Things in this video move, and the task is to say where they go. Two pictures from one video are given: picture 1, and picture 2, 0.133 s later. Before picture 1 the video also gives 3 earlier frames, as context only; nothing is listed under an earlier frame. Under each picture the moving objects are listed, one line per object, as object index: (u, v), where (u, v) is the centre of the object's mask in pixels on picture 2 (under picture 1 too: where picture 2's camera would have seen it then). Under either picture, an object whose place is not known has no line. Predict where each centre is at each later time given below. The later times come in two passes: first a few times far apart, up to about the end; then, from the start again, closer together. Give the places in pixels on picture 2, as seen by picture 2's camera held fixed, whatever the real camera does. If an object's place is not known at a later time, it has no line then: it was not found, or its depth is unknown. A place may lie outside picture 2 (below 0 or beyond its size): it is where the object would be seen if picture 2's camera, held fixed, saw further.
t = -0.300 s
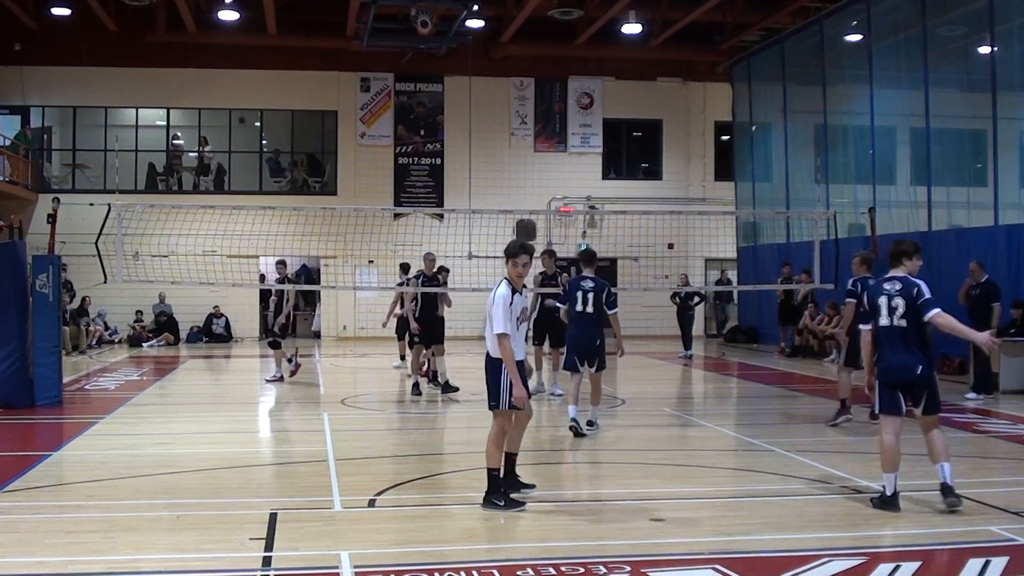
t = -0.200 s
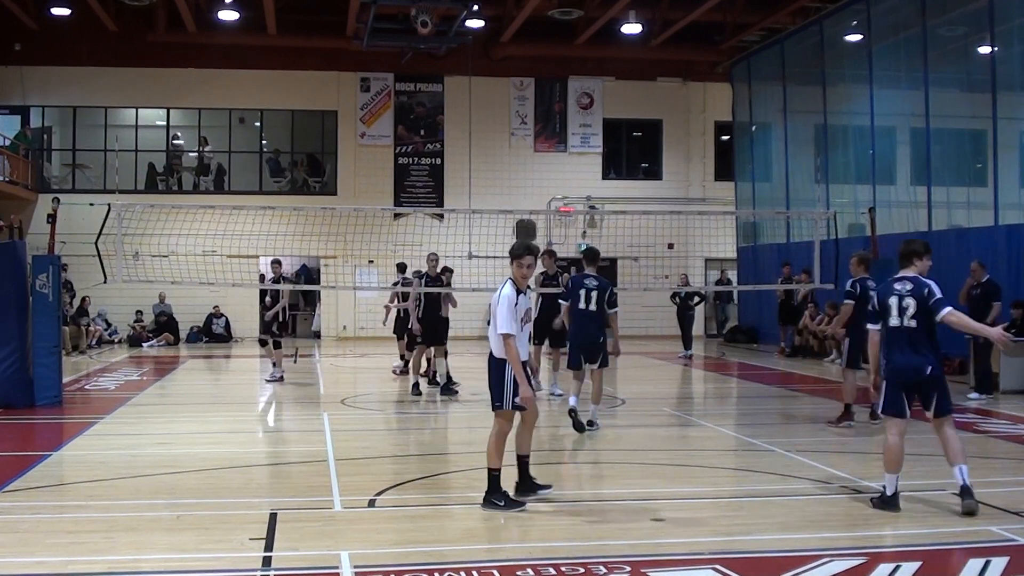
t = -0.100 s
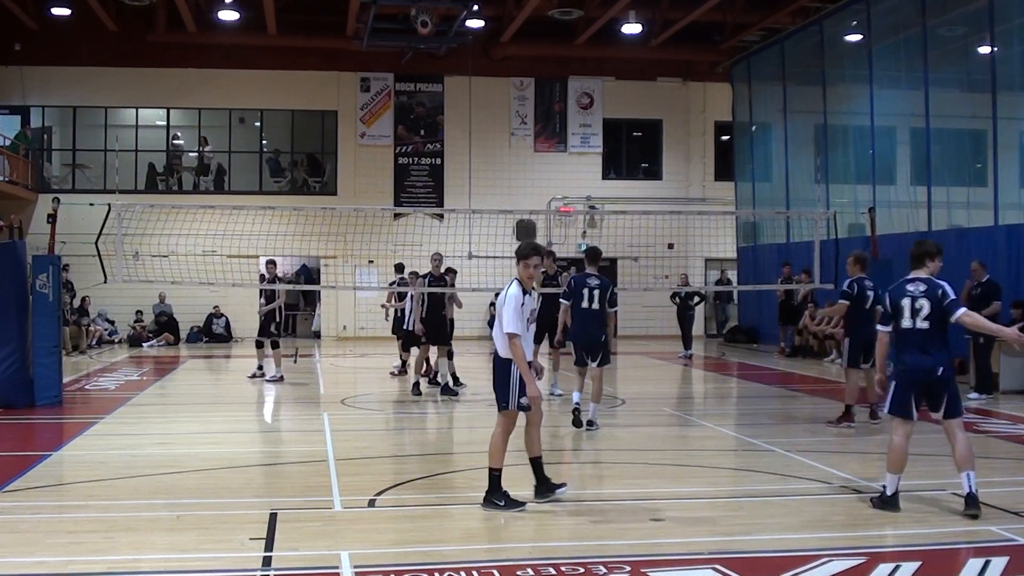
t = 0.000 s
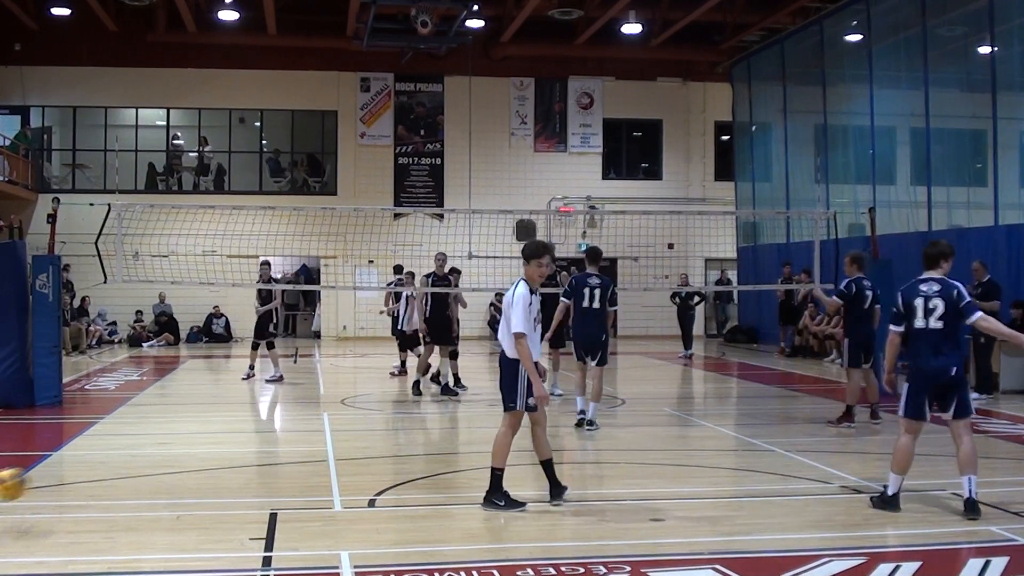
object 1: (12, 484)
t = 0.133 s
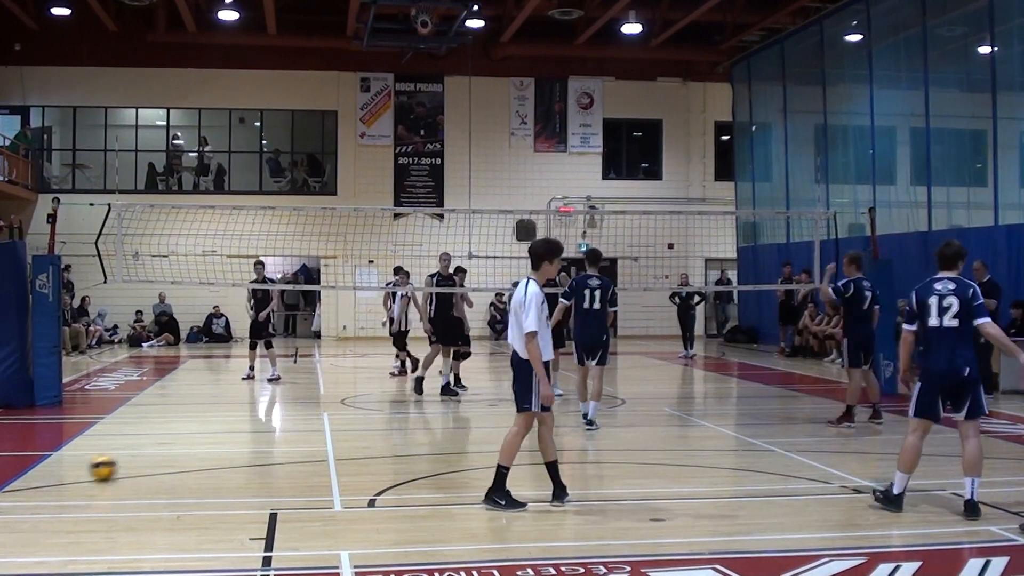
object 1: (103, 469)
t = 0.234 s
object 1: (139, 435)
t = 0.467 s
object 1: (190, 409)
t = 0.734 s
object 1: (215, 391)
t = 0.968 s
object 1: (225, 380)
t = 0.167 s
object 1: (116, 456)
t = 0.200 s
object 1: (127, 444)
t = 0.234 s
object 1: (139, 435)
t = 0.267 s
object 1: (149, 427)
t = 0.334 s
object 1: (166, 419)
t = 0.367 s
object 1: (172, 417)
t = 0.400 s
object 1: (180, 415)
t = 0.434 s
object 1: (185, 416)
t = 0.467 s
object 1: (190, 409)
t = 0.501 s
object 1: (194, 402)
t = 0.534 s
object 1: (197, 397)
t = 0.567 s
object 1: (201, 393)
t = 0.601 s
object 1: (204, 391)
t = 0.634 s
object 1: (207, 389)
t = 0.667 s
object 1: (210, 389)
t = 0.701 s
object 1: (212, 391)
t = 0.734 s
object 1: (215, 391)
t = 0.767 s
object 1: (216, 386)
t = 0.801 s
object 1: (218, 383)
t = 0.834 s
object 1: (219, 380)
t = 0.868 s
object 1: (220, 380)
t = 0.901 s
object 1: (222, 379)
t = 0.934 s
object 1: (223, 379)
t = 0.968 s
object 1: (225, 380)
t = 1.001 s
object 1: (225, 376)
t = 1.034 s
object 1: (226, 375)
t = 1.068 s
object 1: (227, 373)
